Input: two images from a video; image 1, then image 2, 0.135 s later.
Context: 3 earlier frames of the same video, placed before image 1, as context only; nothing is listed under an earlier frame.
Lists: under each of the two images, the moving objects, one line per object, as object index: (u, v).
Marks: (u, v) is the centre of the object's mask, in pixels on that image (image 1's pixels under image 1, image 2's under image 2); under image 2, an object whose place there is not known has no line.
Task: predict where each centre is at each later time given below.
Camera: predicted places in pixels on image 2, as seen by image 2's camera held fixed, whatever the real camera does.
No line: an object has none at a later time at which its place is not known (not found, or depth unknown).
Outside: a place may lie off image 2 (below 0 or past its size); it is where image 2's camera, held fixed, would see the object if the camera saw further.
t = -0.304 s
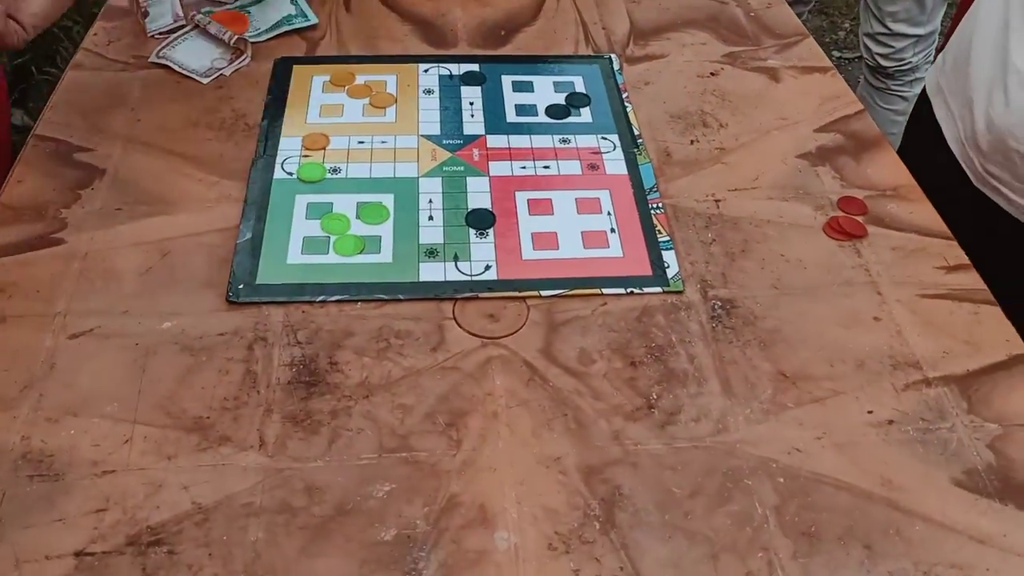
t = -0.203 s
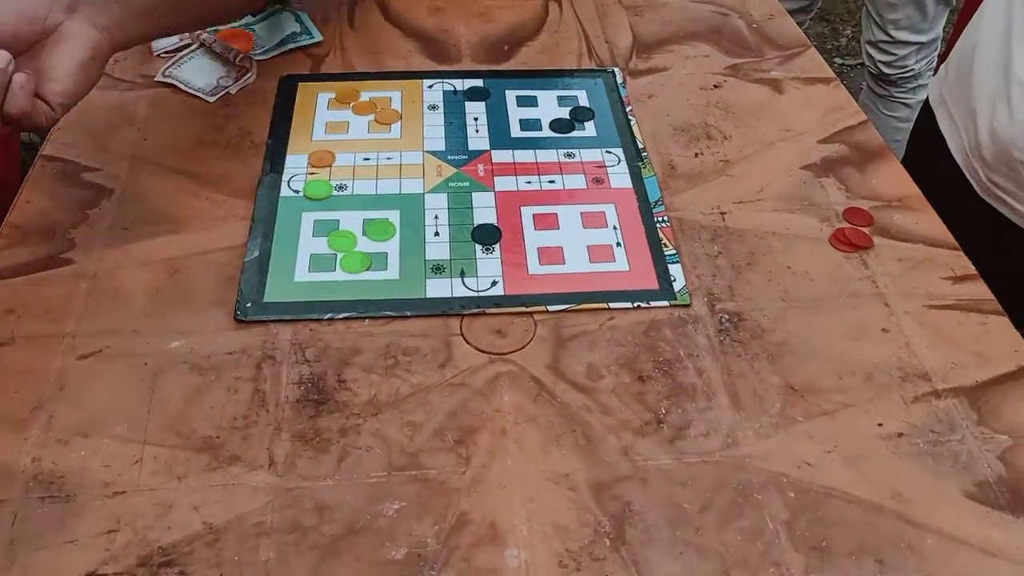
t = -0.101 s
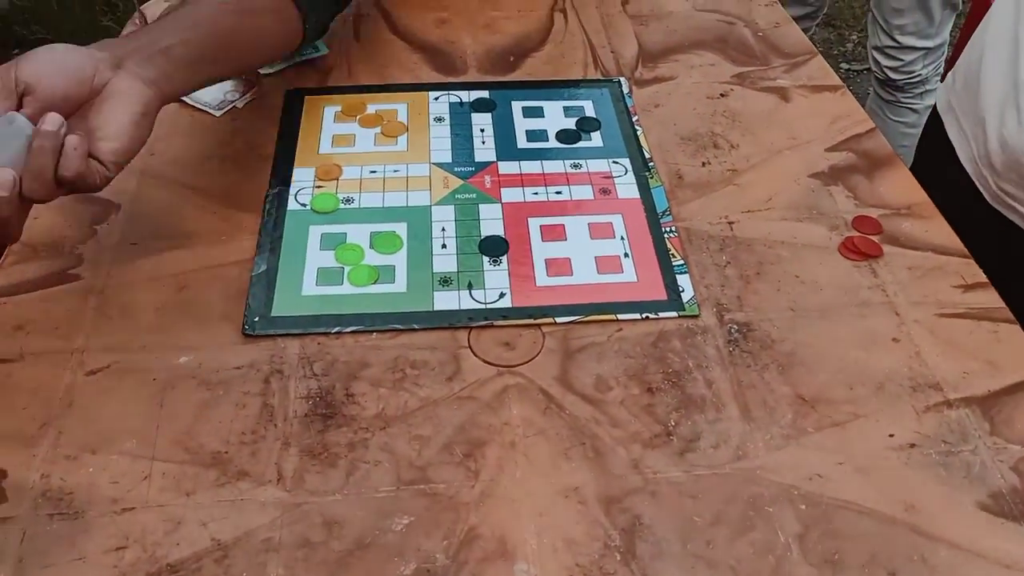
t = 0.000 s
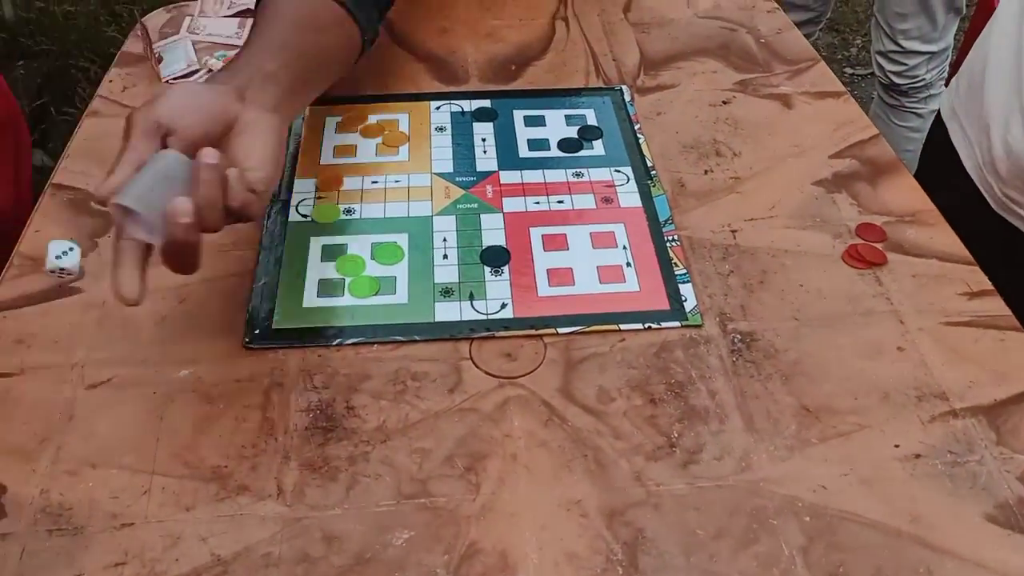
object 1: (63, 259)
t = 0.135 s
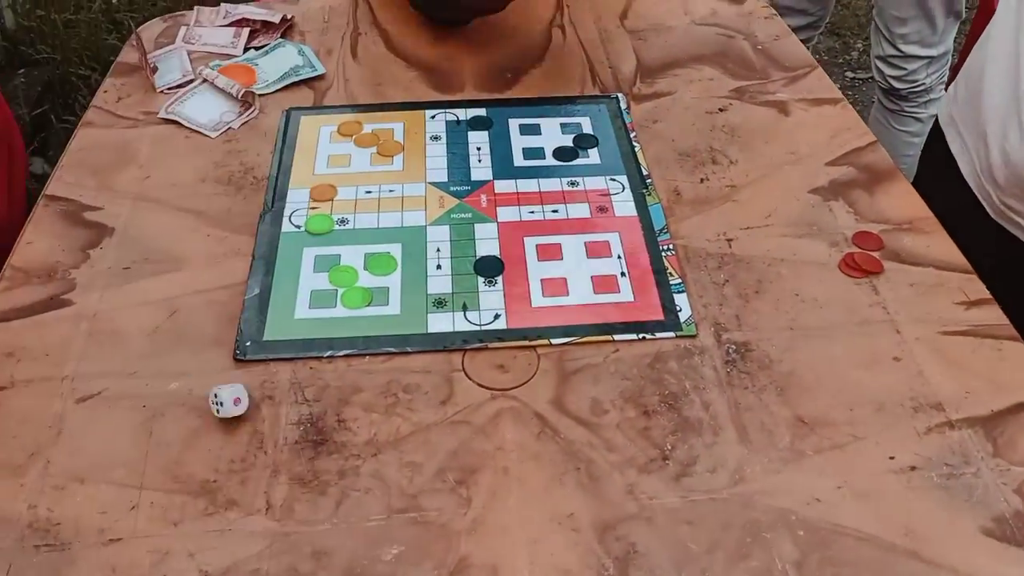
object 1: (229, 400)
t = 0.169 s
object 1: (252, 404)
